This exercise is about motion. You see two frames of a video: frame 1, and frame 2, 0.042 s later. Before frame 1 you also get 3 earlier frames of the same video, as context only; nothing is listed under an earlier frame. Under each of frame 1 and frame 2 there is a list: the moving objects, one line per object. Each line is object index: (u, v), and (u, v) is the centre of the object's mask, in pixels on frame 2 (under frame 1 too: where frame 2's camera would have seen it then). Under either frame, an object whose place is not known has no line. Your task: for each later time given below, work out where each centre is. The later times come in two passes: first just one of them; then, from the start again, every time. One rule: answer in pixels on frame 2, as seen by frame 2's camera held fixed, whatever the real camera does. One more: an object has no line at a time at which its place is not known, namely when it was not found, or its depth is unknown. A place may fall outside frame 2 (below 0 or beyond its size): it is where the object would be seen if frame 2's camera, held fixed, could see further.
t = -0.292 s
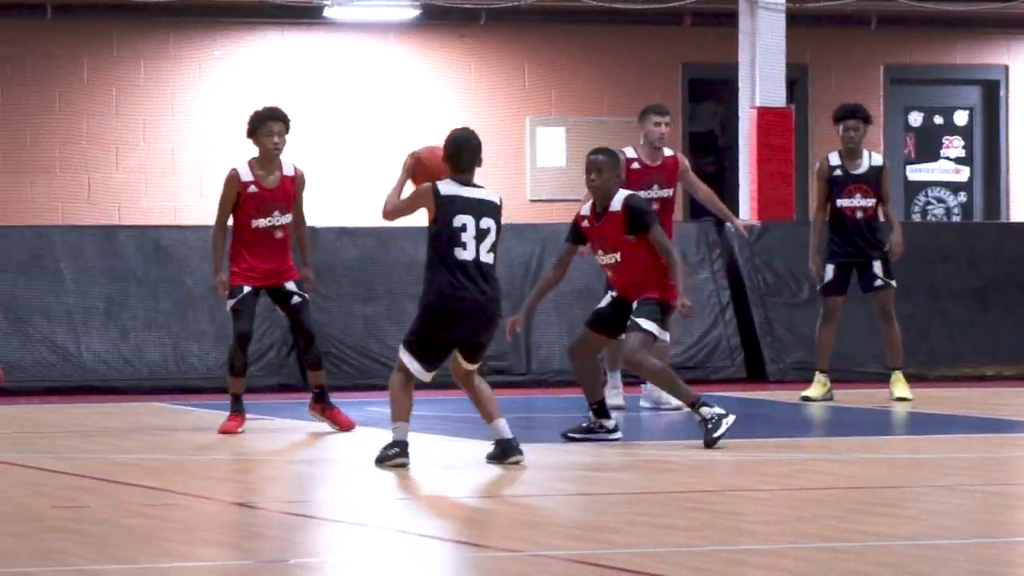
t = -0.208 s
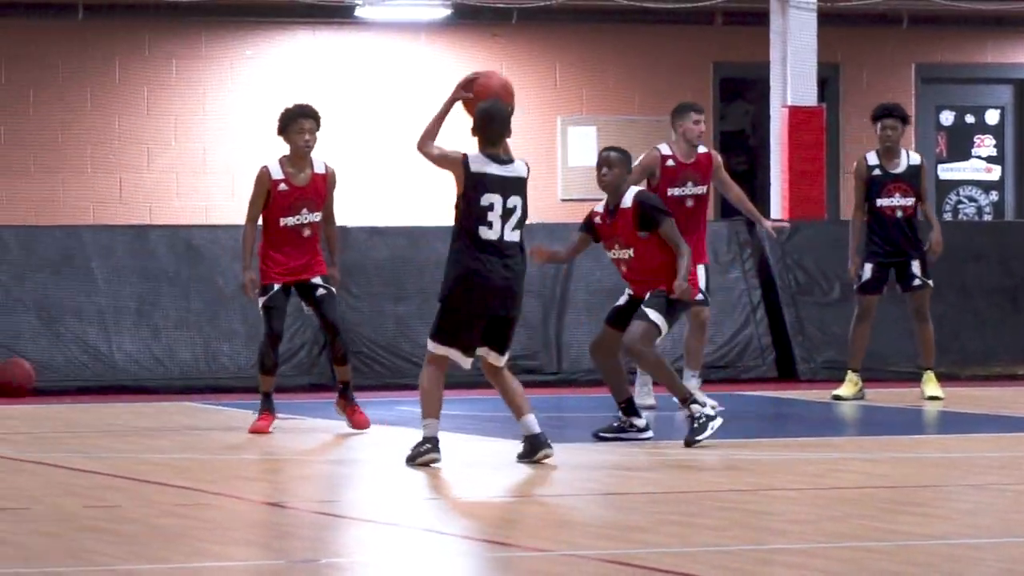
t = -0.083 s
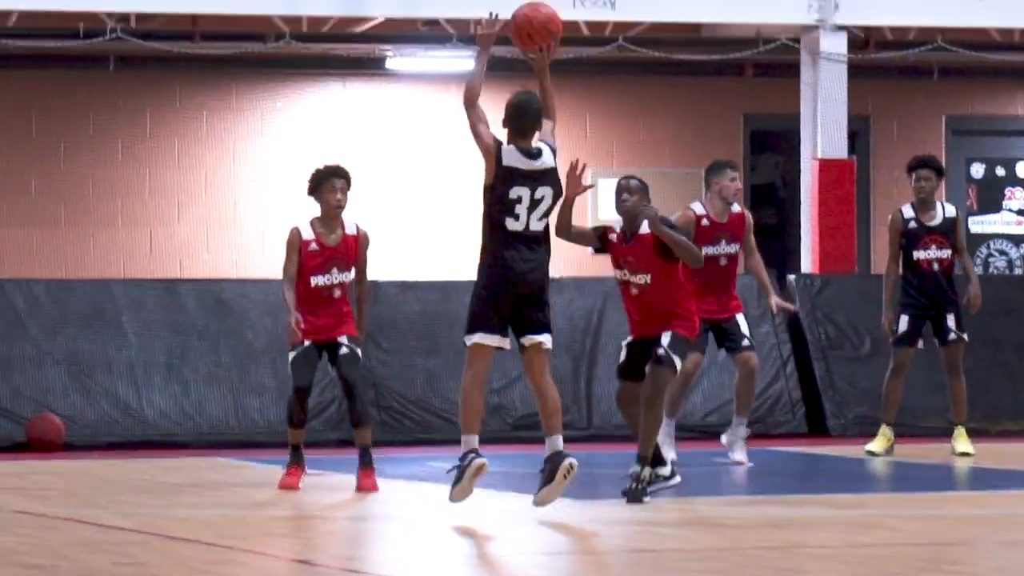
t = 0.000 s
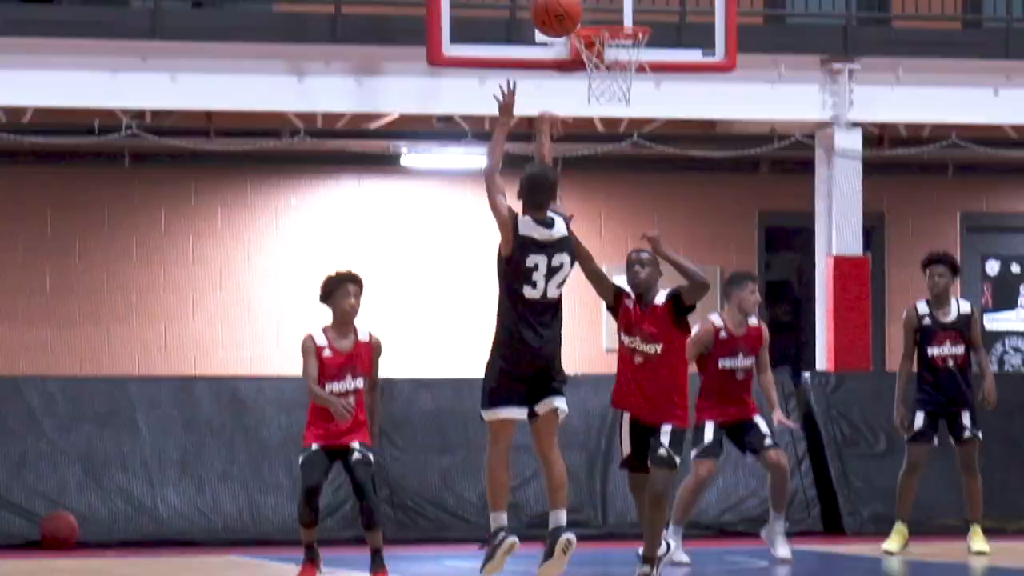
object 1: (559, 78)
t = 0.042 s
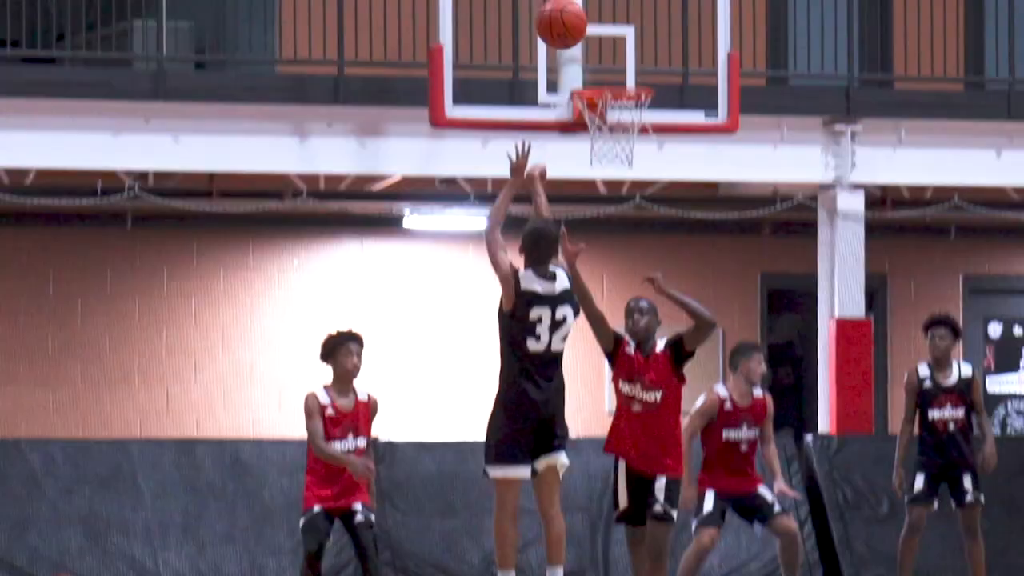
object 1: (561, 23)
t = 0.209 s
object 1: (570, -132)
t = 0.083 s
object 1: (563, -22)
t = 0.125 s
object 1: (566, -63)
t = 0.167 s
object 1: (569, -100)
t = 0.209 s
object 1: (570, -132)
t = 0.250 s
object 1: (572, -160)
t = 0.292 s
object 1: (575, -184)
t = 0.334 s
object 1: (577, -204)
